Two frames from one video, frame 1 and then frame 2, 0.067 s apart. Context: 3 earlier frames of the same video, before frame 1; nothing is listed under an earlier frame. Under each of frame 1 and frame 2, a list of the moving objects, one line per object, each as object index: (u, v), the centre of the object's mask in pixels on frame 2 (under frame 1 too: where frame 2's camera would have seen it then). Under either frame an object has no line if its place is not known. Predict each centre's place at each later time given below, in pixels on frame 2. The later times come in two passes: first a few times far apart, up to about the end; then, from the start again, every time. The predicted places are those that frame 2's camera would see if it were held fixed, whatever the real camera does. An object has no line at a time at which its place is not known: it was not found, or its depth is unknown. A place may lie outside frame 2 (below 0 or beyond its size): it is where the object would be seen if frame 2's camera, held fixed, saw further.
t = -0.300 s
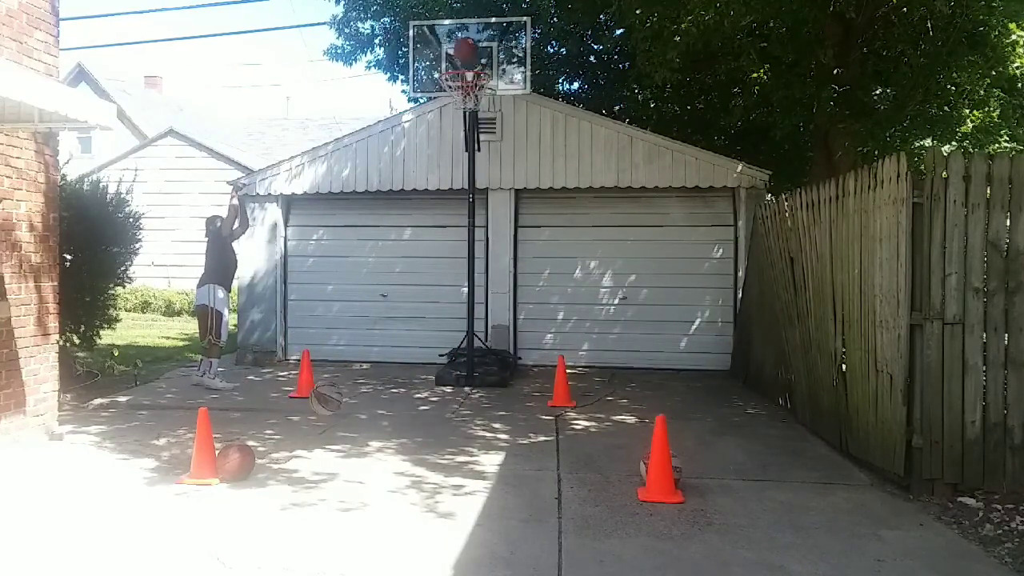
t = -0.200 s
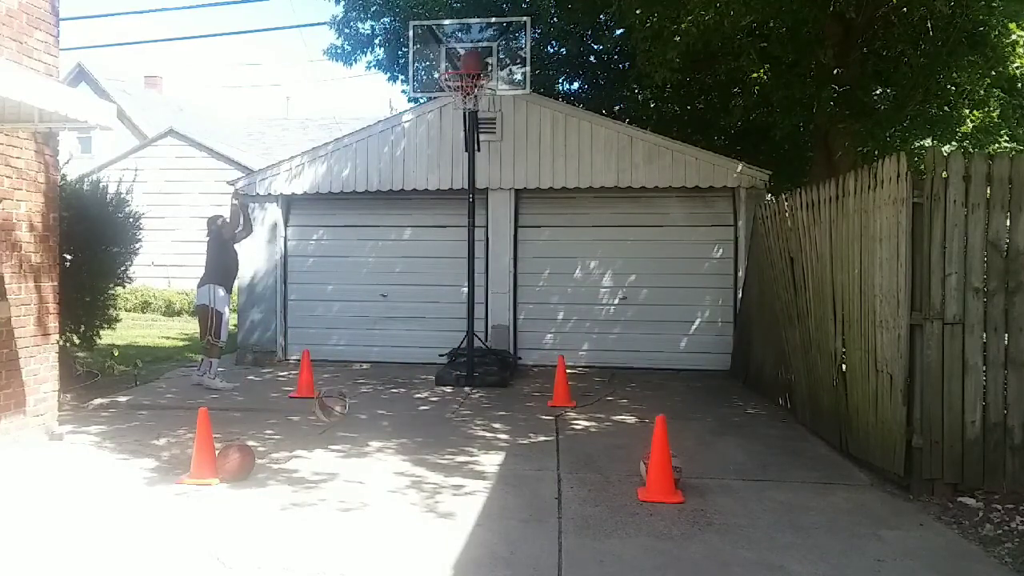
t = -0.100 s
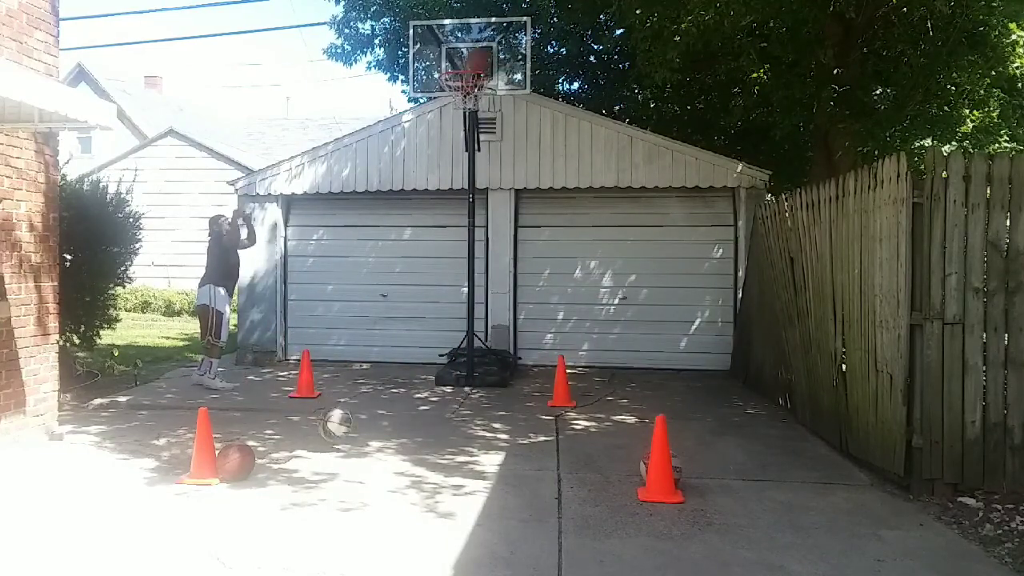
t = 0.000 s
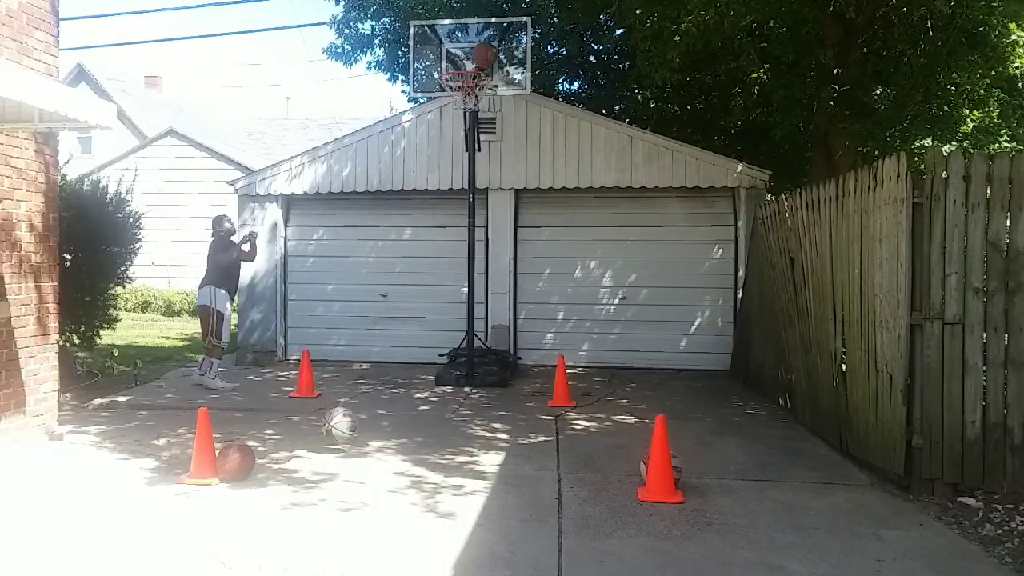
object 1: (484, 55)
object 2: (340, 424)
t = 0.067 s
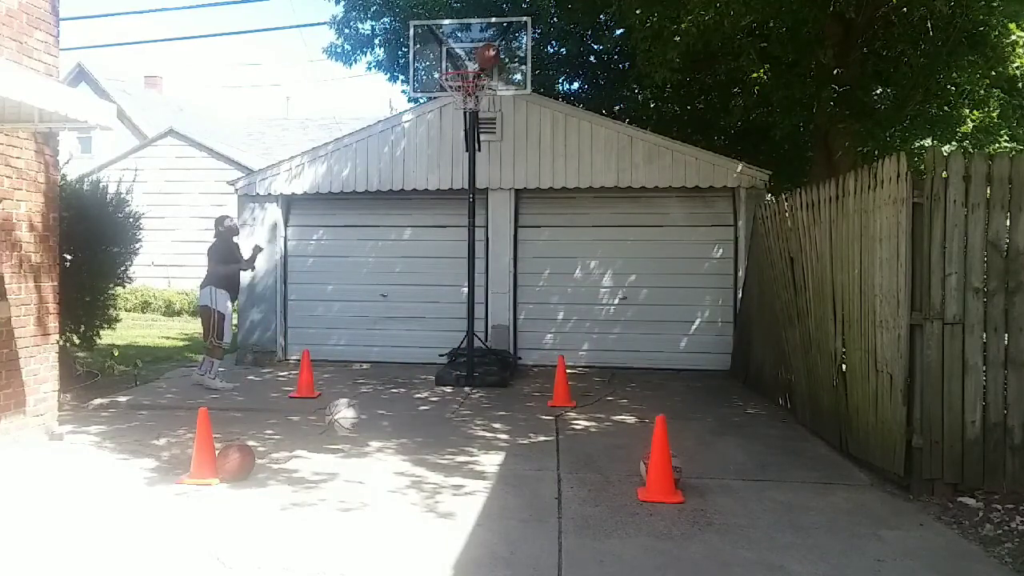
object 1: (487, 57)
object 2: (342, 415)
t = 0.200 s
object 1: (498, 68)
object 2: (348, 417)
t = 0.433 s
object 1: (526, 101)
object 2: (360, 427)
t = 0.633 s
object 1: (549, 171)
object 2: (370, 440)
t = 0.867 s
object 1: (574, 300)
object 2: (380, 439)
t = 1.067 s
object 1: (593, 344)
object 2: (388, 443)
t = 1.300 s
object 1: (617, 253)
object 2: (398, 452)
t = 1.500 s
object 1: (637, 220)
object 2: (408, 460)
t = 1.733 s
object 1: (661, 233)
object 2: (420, 465)
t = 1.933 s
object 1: (681, 290)
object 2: (430, 470)
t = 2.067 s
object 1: (694, 350)
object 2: (438, 474)
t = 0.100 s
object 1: (488, 60)
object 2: (344, 413)
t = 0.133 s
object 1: (491, 63)
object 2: (345, 413)
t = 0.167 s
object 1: (494, 68)
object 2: (347, 414)
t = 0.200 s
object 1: (498, 68)
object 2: (348, 417)
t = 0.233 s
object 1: (502, 70)
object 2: (350, 420)
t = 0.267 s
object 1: (506, 72)
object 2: (352, 425)
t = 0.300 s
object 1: (510, 76)
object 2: (353, 431)
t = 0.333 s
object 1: (514, 79)
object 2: (355, 440)
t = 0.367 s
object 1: (518, 86)
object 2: (356, 434)
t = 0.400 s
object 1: (522, 93)
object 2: (358, 430)
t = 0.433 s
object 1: (526, 101)
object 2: (360, 427)
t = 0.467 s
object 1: (530, 109)
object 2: (361, 426)
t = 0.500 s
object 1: (534, 120)
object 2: (363, 425)
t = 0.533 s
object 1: (537, 131)
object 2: (365, 427)
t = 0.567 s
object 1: (541, 144)
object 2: (367, 430)
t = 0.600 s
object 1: (545, 157)
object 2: (368, 433)
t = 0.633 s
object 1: (549, 171)
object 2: (370, 440)
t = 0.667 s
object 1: (552, 186)
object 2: (371, 443)
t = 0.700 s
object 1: (556, 203)
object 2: (373, 439)
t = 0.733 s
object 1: (559, 220)
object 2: (374, 436)
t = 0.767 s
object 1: (563, 239)
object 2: (376, 435)
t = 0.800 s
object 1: (566, 258)
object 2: (376, 434)
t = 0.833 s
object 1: (570, 279)
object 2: (378, 436)
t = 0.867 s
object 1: (574, 300)
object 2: (380, 439)
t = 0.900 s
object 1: (577, 323)
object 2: (381, 444)
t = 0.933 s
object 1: (580, 346)
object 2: (382, 449)
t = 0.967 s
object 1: (584, 371)
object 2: (384, 446)
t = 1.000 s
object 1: (587, 382)
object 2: (385, 443)
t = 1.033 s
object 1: (590, 362)
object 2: (387, 442)
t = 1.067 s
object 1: (593, 344)
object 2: (388, 443)
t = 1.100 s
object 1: (597, 327)
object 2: (390, 446)
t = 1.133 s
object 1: (600, 312)
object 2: (391, 450)
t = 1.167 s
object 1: (603, 298)
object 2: (393, 452)
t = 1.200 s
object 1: (607, 285)
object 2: (394, 449)
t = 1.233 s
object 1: (610, 273)
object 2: (395, 448)
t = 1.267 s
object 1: (614, 262)
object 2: (397, 449)
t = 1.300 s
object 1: (617, 253)
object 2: (398, 452)
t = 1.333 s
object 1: (620, 244)
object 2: (399, 456)
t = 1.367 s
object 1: (624, 237)
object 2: (401, 456)
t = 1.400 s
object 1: (627, 231)
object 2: (403, 455)
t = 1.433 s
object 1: (630, 226)
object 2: (405, 455)
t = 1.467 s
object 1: (634, 222)
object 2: (406, 458)
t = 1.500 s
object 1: (637, 220)
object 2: (408, 460)
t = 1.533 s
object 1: (641, 218)
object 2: (410, 459)
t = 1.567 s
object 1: (644, 218)
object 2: (412, 459)
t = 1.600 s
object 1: (647, 219)
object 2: (413, 461)
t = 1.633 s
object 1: (651, 220)
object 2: (415, 463)
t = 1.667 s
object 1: (654, 224)
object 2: (416, 463)
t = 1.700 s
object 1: (657, 228)
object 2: (418, 463)
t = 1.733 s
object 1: (661, 233)
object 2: (420, 465)
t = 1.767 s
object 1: (664, 240)
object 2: (422, 465)
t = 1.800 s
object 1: (668, 248)
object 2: (424, 467)
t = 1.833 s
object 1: (671, 256)
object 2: (425, 468)
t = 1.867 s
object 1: (674, 266)
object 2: (427, 469)
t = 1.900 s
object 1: (677, 277)
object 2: (429, 470)
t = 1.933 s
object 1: (681, 290)
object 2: (430, 470)
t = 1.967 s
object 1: (684, 303)
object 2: (432, 472)
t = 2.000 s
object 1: (687, 317)
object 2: (434, 473)
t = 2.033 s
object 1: (691, 333)
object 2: (436, 473)
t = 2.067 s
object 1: (694, 350)
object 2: (438, 474)
